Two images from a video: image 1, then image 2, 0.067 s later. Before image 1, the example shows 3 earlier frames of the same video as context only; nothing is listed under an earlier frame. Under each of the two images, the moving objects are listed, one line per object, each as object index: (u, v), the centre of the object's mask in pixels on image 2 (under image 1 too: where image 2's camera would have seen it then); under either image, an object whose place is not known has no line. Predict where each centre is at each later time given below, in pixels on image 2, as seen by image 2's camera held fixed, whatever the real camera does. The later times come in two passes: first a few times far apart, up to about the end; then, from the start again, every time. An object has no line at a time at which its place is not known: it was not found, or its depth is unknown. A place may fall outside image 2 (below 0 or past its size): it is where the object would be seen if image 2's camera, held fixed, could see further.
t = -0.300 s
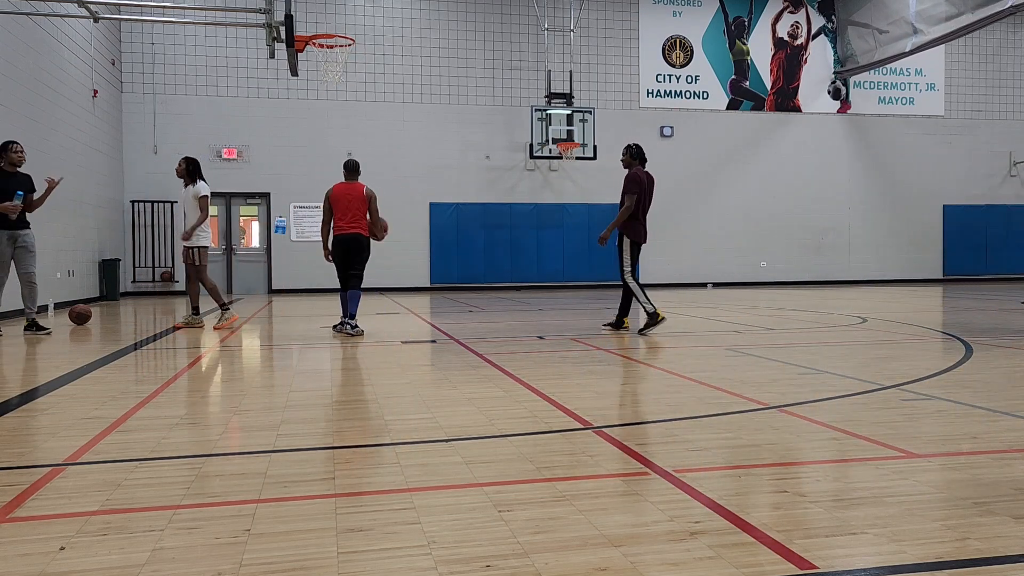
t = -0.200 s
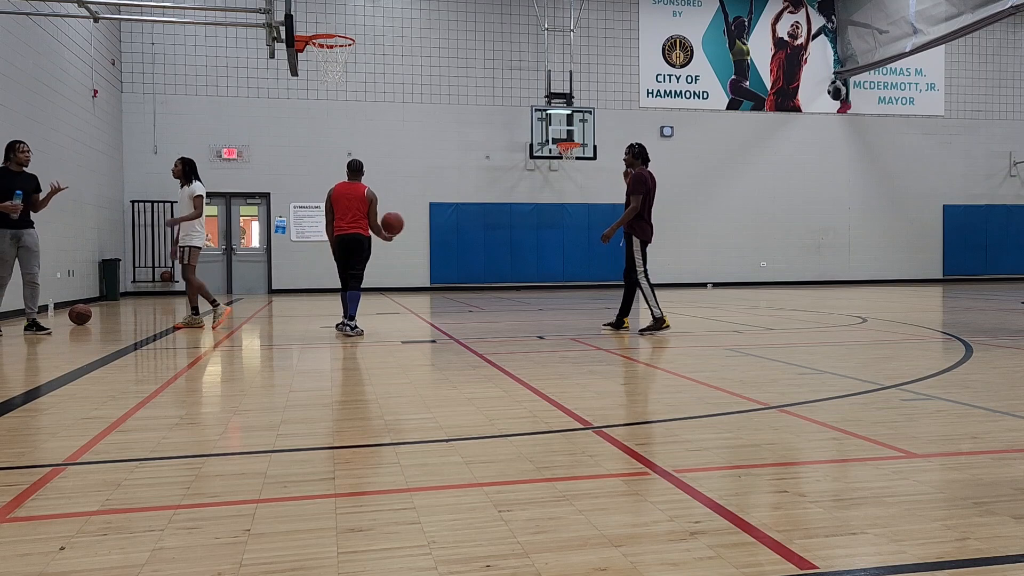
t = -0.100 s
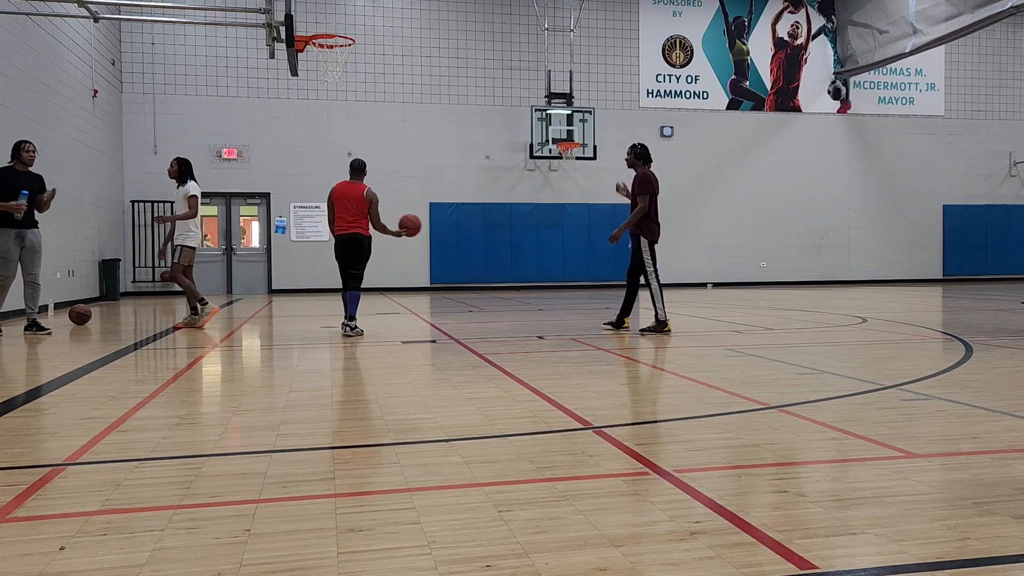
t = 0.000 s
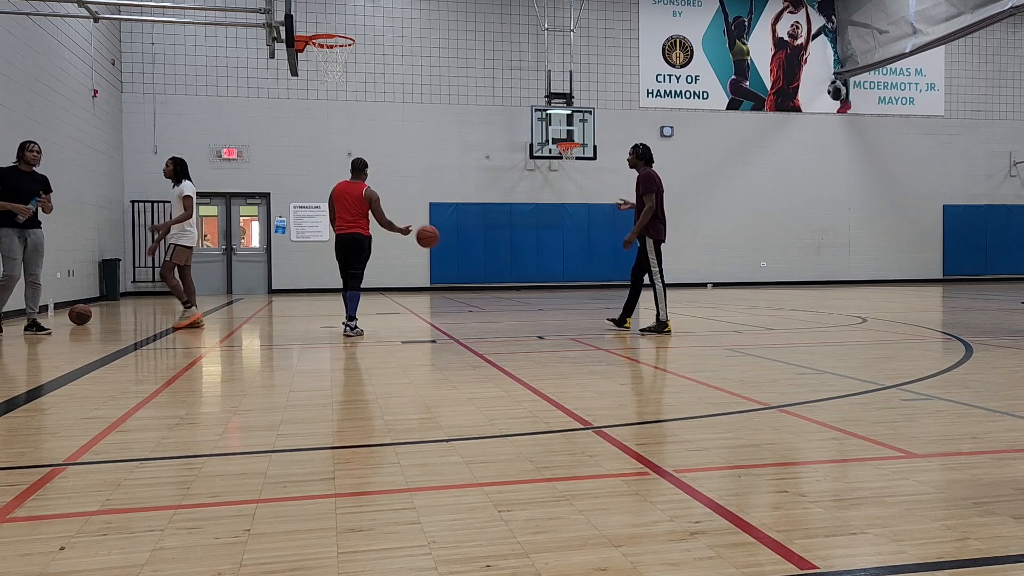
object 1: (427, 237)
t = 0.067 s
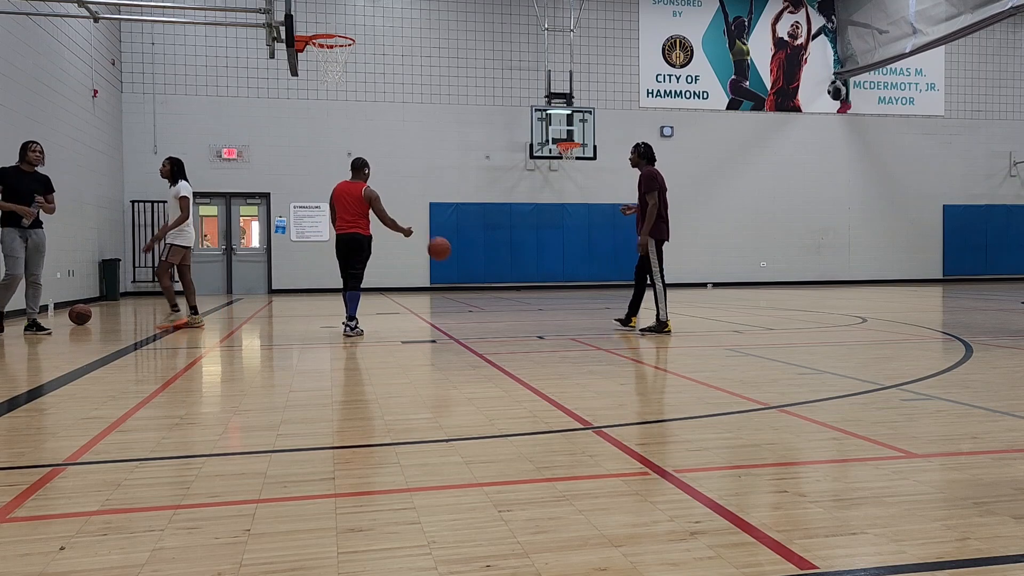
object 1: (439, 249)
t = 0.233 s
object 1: (468, 298)
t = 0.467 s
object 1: (493, 273)
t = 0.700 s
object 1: (515, 260)
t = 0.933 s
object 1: (535, 296)
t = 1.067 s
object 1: (547, 299)
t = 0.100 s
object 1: (445, 256)
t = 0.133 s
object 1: (451, 265)
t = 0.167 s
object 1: (456, 274)
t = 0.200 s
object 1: (462, 285)
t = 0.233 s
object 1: (468, 298)
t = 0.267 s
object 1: (473, 311)
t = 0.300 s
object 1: (478, 314)
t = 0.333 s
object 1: (481, 304)
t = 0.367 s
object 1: (484, 294)
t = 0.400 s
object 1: (487, 286)
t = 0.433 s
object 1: (490, 279)
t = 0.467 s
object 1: (493, 273)
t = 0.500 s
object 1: (497, 268)
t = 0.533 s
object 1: (500, 264)
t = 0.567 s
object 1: (502, 261)
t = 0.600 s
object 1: (506, 259)
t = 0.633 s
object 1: (509, 258)
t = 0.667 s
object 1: (512, 259)
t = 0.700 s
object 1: (515, 260)
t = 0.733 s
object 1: (517, 262)
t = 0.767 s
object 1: (520, 265)
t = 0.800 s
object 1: (523, 270)
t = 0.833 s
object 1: (526, 275)
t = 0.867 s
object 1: (529, 281)
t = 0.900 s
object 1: (532, 288)
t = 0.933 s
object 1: (535, 296)
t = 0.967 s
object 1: (538, 306)
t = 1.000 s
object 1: (541, 314)
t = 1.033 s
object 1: (543, 307)
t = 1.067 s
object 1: (547, 299)
